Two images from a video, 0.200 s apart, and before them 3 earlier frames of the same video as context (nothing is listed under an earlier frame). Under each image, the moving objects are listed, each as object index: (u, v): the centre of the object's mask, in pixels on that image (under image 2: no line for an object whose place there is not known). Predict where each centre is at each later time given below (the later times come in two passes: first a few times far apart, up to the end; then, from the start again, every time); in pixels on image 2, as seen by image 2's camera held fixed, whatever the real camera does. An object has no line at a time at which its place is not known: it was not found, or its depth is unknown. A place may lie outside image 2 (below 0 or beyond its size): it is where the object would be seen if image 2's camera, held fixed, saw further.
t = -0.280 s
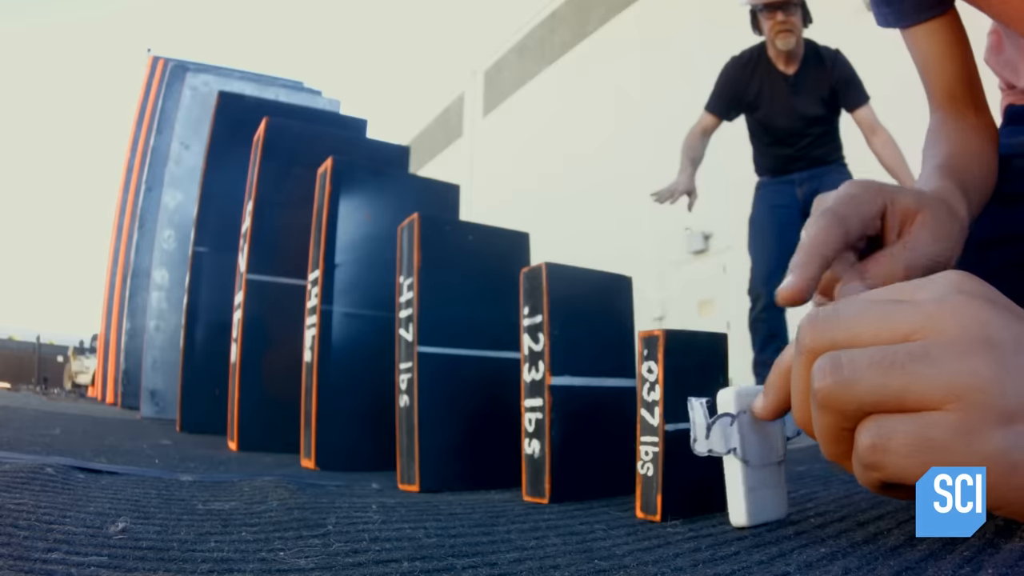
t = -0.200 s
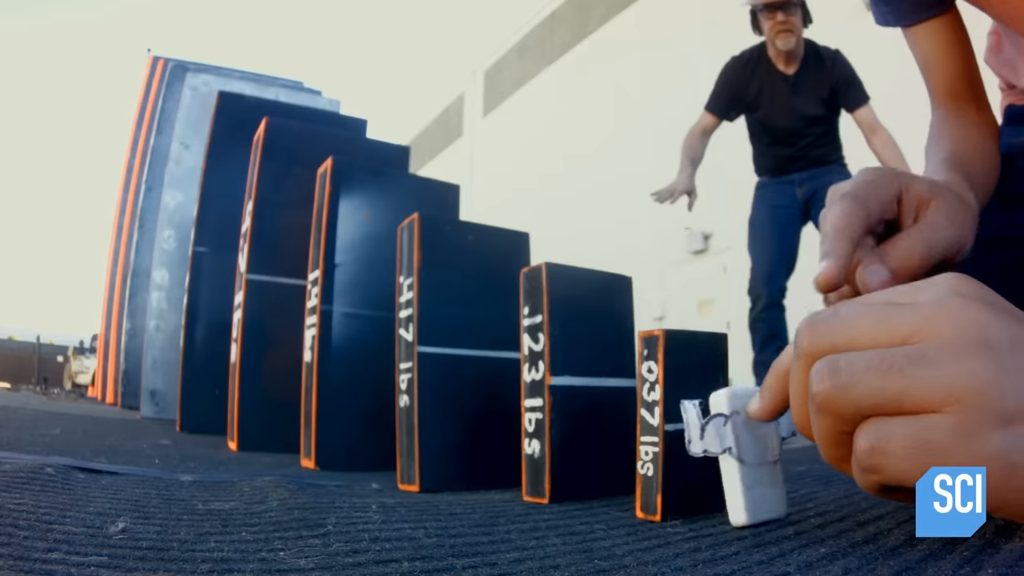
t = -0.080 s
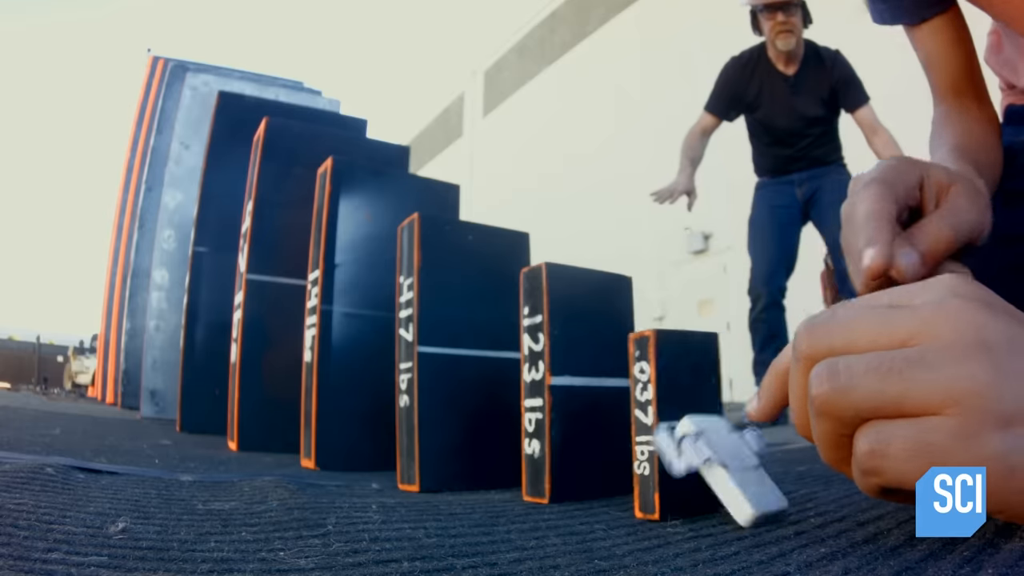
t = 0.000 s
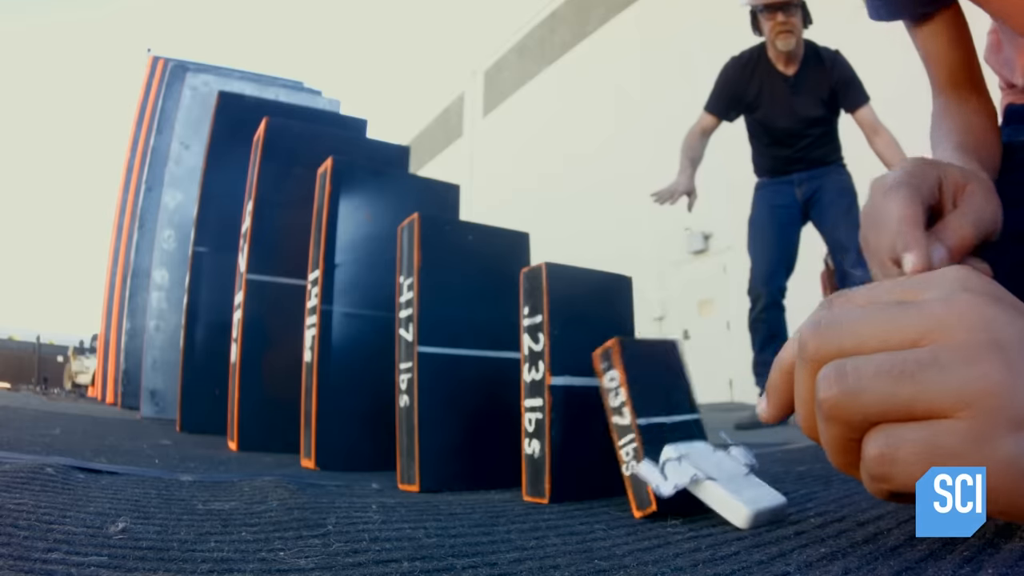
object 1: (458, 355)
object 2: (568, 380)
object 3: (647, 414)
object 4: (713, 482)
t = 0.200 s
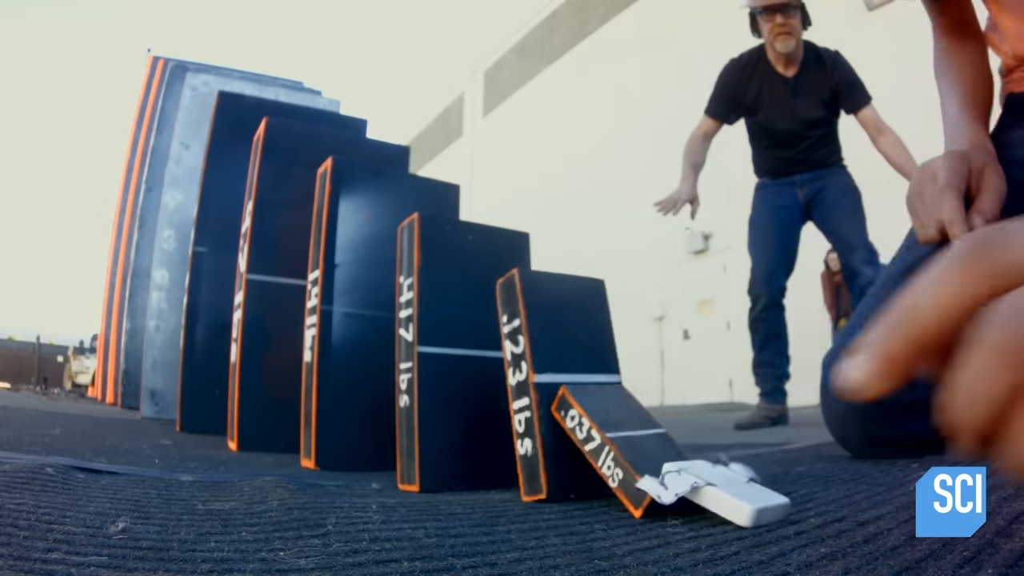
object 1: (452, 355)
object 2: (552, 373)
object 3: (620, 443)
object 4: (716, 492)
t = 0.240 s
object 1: (451, 355)
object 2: (548, 375)
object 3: (618, 446)
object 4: (717, 493)
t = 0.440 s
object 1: (448, 347)
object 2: (521, 410)
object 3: (613, 461)
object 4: (716, 494)
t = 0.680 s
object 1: (423, 365)
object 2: (506, 441)
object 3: (619, 464)
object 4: (715, 508)
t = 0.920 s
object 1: (413, 396)
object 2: (512, 446)
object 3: (622, 463)
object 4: (716, 507)
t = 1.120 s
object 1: (404, 425)
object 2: (511, 450)
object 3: (622, 463)
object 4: (716, 507)
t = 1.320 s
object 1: (401, 428)
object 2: (511, 450)
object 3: (622, 463)
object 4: (716, 507)
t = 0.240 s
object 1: (451, 355)
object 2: (548, 375)
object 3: (618, 446)
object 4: (717, 493)
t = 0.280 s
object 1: (449, 354)
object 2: (541, 378)
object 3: (616, 450)
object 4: (717, 493)
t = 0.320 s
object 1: (448, 352)
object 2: (533, 384)
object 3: (613, 455)
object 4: (717, 493)
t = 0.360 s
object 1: (449, 346)
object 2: (520, 397)
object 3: (610, 460)
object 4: (717, 493)
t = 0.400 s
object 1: (450, 345)
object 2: (520, 408)
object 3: (613, 460)
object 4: (718, 492)
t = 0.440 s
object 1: (448, 347)
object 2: (521, 410)
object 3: (613, 461)
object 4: (716, 494)
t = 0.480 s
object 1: (447, 347)
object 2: (518, 416)
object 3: (614, 462)
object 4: (717, 494)
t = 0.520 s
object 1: (444, 347)
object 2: (513, 419)
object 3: (613, 463)
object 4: (717, 494)
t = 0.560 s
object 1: (441, 349)
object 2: (512, 424)
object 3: (613, 463)
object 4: (717, 494)
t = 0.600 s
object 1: (436, 352)
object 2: (509, 428)
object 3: (613, 464)
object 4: (717, 495)
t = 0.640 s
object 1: (430, 355)
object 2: (508, 435)
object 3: (616, 462)
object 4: (715, 504)
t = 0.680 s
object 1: (423, 365)
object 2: (506, 441)
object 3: (619, 464)
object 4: (715, 508)
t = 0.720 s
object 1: (416, 377)
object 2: (507, 444)
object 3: (620, 463)
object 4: (715, 509)
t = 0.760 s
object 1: (419, 381)
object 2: (512, 441)
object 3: (623, 463)
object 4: (716, 507)
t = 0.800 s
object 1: (421, 387)
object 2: (513, 444)
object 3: (623, 463)
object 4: (716, 508)
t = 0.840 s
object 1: (420, 390)
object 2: (514, 444)
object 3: (623, 463)
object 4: (716, 508)
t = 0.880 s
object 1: (416, 393)
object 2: (512, 446)
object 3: (622, 463)
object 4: (716, 507)
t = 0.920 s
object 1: (413, 396)
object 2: (512, 446)
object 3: (622, 463)
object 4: (716, 507)
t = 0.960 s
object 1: (412, 401)
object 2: (512, 447)
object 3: (622, 463)
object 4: (716, 507)
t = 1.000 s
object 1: (410, 407)
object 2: (511, 448)
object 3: (622, 463)
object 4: (716, 507)
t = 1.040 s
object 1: (408, 412)
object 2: (511, 449)
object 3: (622, 463)
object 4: (716, 507)
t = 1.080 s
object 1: (406, 419)
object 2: (511, 449)
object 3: (622, 463)
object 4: (716, 507)
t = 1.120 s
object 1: (404, 425)
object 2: (511, 450)
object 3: (622, 463)
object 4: (716, 507)
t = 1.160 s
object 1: (403, 420)
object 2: (509, 446)
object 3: (621, 463)
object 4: (716, 507)
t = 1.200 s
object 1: (402, 426)
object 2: (511, 450)
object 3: (622, 463)
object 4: (716, 507)
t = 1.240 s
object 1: (401, 427)
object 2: (511, 450)
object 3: (622, 463)
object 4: (716, 507)
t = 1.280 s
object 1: (401, 427)
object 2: (511, 450)
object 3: (622, 463)
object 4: (716, 507)
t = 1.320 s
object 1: (401, 428)
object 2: (511, 450)
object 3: (622, 463)
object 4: (716, 507)
